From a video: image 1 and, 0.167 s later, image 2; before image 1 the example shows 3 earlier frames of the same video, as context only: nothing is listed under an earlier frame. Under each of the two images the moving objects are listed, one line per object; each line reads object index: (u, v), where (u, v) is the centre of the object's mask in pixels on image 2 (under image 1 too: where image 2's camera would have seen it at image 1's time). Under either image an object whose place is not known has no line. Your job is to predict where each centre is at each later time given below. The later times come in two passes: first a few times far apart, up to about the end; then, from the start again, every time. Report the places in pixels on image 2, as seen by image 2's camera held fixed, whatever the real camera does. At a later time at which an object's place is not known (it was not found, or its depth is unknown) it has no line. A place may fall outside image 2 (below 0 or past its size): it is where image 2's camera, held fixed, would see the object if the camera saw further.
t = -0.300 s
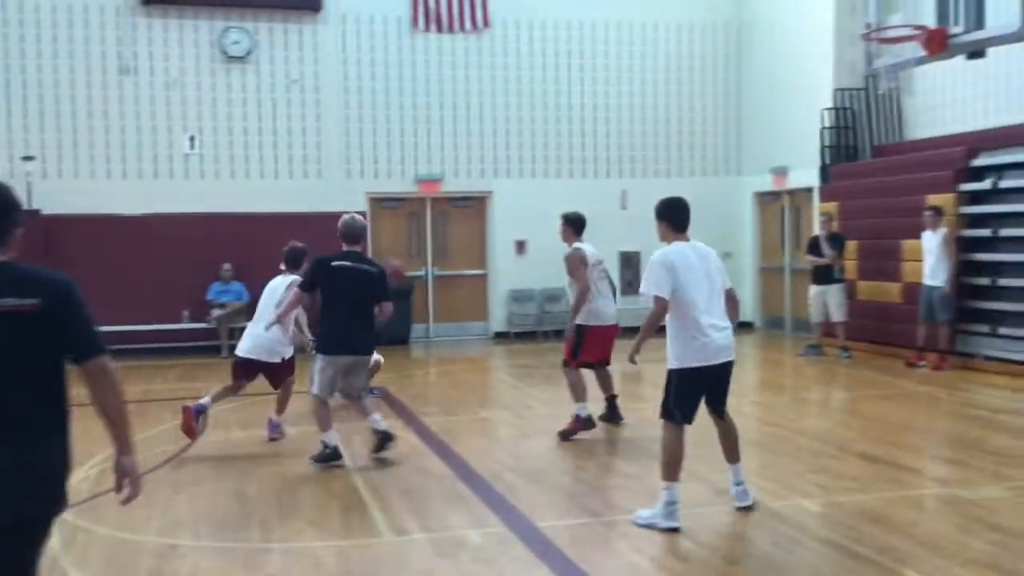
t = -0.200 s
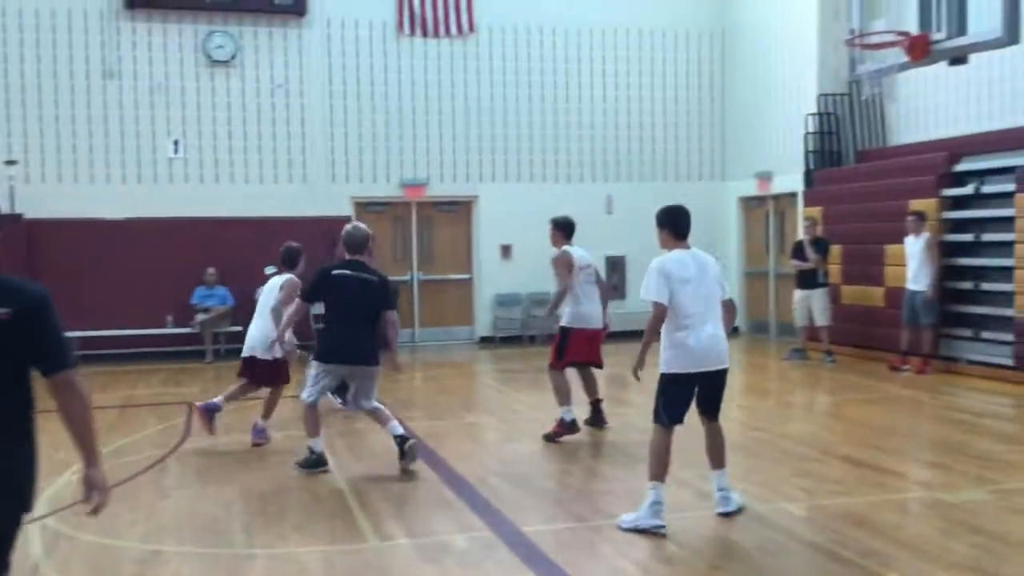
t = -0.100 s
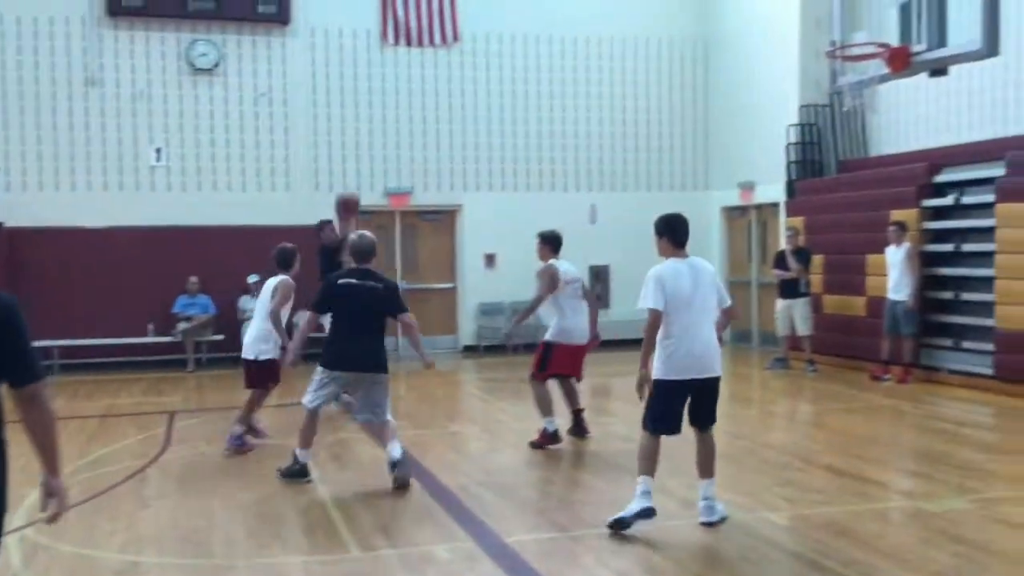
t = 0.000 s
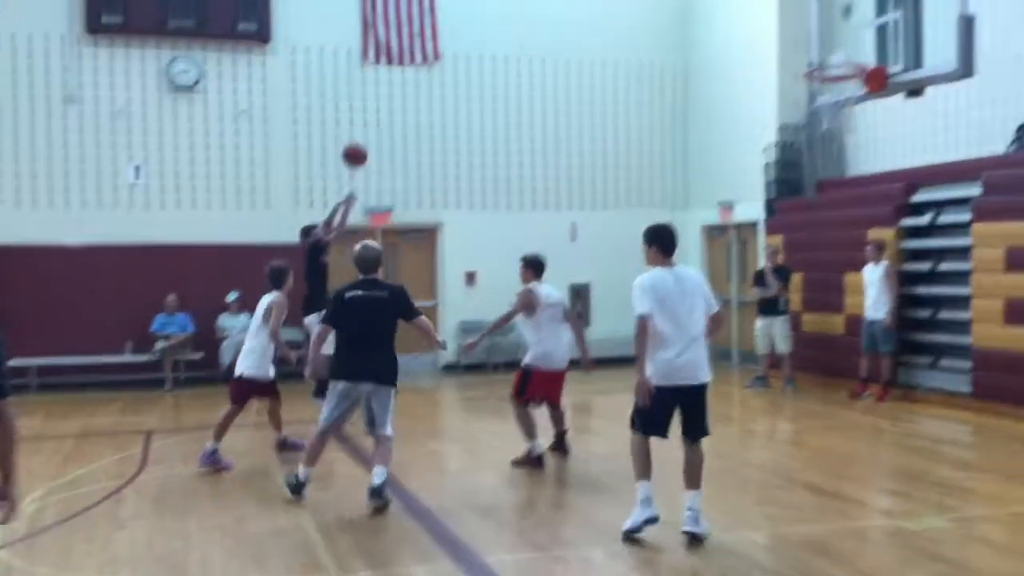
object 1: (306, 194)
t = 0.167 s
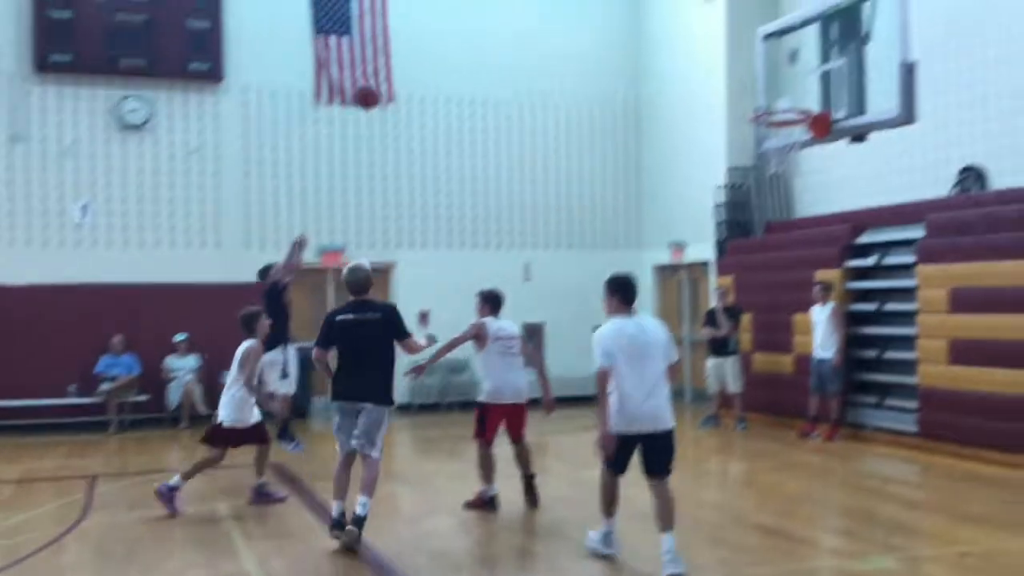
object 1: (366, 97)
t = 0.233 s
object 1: (391, 64)
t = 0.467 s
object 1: (479, -14)
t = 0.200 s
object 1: (379, 80)
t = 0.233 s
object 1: (391, 64)
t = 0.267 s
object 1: (403, 49)
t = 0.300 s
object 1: (415, 35)
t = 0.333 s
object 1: (427, 22)
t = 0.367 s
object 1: (440, 11)
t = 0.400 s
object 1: (453, 1)
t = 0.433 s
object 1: (466, -8)
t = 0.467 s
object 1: (479, -14)
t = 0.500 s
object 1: (492, -18)
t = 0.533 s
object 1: (506, -20)
